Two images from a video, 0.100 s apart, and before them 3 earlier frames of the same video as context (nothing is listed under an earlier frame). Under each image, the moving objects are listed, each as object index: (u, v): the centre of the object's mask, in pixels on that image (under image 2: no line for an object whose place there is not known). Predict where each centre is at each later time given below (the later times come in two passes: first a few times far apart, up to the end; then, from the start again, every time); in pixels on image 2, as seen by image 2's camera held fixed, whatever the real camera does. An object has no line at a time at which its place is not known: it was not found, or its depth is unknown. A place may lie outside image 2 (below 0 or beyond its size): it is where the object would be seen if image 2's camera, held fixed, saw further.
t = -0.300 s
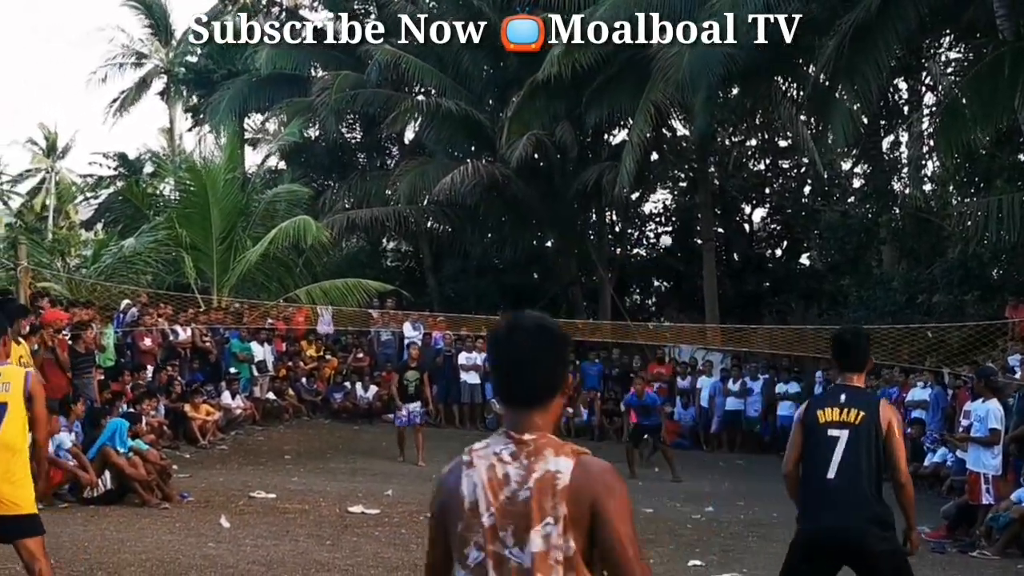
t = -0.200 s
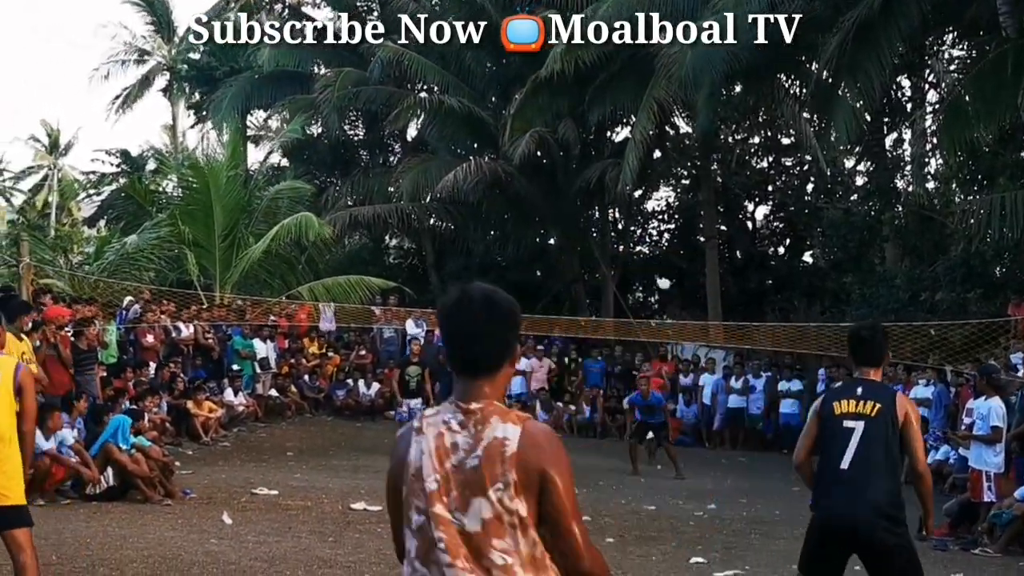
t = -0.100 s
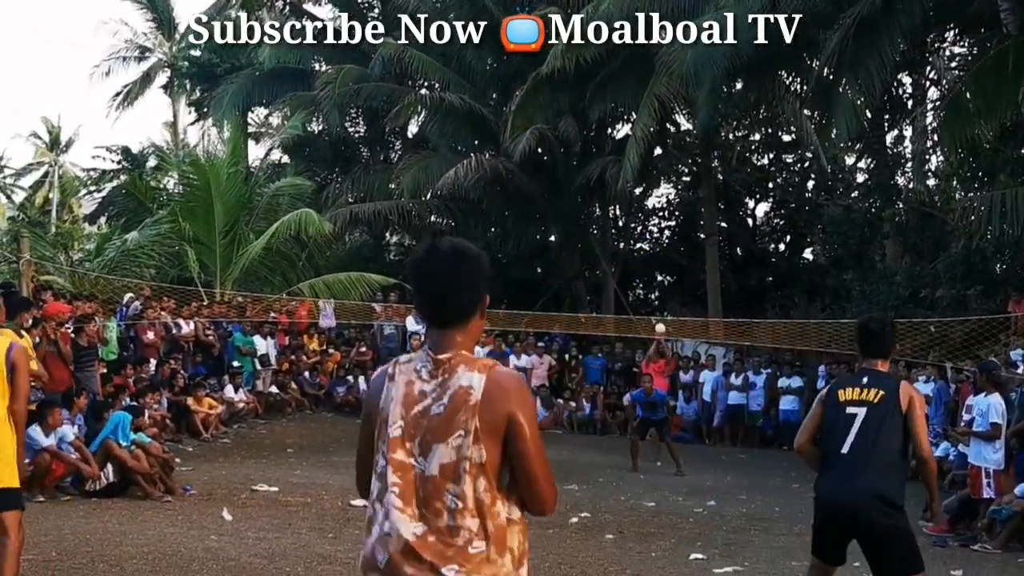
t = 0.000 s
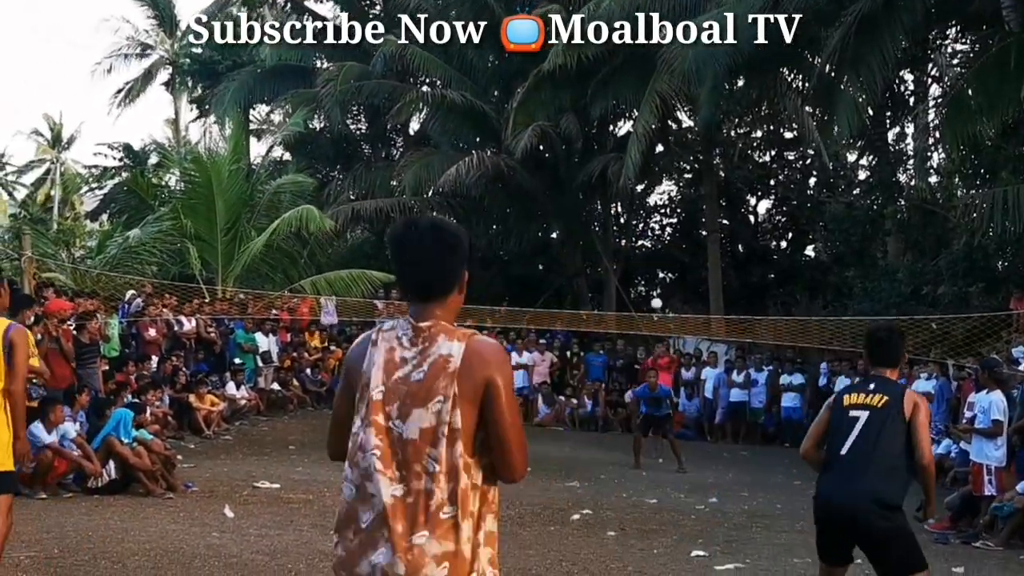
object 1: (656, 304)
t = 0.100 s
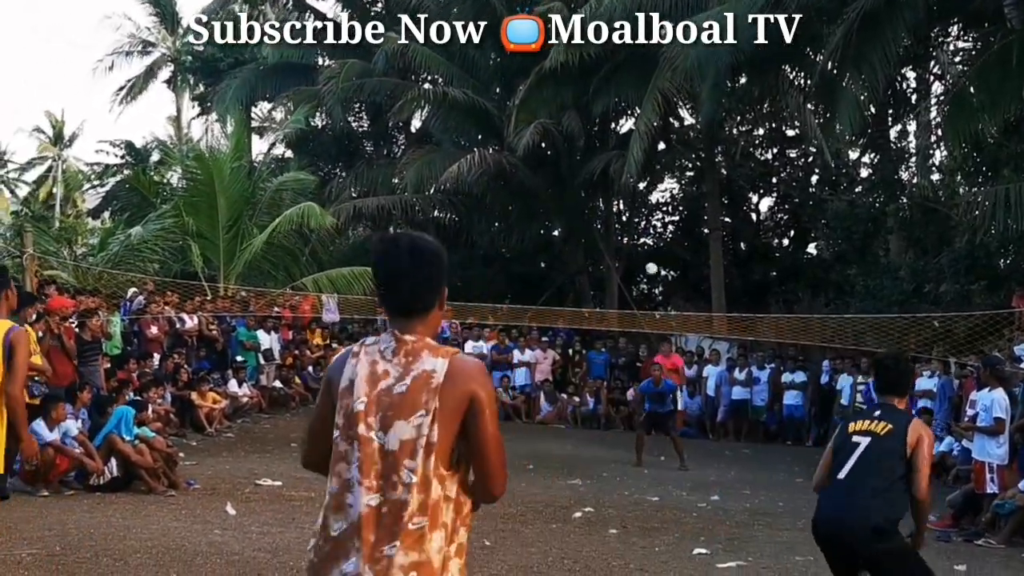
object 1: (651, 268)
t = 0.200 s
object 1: (642, 240)
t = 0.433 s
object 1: (613, 192)
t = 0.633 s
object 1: (575, 184)
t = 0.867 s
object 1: (501, 258)
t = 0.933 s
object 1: (444, 348)
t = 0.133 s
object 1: (648, 258)
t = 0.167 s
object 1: (645, 248)
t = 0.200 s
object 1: (642, 240)
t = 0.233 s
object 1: (638, 232)
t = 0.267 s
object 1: (635, 224)
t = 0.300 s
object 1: (630, 216)
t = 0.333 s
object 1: (626, 209)
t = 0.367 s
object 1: (621, 204)
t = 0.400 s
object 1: (618, 197)
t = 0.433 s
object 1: (613, 192)
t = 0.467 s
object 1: (608, 188)
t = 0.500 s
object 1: (602, 185)
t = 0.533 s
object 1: (597, 183)
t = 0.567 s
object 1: (590, 182)
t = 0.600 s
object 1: (583, 182)
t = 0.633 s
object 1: (575, 184)
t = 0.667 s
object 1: (567, 188)
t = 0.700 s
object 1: (559, 193)
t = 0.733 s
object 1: (549, 200)
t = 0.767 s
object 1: (539, 210)
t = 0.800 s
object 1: (528, 223)
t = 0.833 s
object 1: (515, 239)
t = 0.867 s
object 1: (501, 258)
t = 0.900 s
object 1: (466, 311)
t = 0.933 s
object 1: (444, 348)
